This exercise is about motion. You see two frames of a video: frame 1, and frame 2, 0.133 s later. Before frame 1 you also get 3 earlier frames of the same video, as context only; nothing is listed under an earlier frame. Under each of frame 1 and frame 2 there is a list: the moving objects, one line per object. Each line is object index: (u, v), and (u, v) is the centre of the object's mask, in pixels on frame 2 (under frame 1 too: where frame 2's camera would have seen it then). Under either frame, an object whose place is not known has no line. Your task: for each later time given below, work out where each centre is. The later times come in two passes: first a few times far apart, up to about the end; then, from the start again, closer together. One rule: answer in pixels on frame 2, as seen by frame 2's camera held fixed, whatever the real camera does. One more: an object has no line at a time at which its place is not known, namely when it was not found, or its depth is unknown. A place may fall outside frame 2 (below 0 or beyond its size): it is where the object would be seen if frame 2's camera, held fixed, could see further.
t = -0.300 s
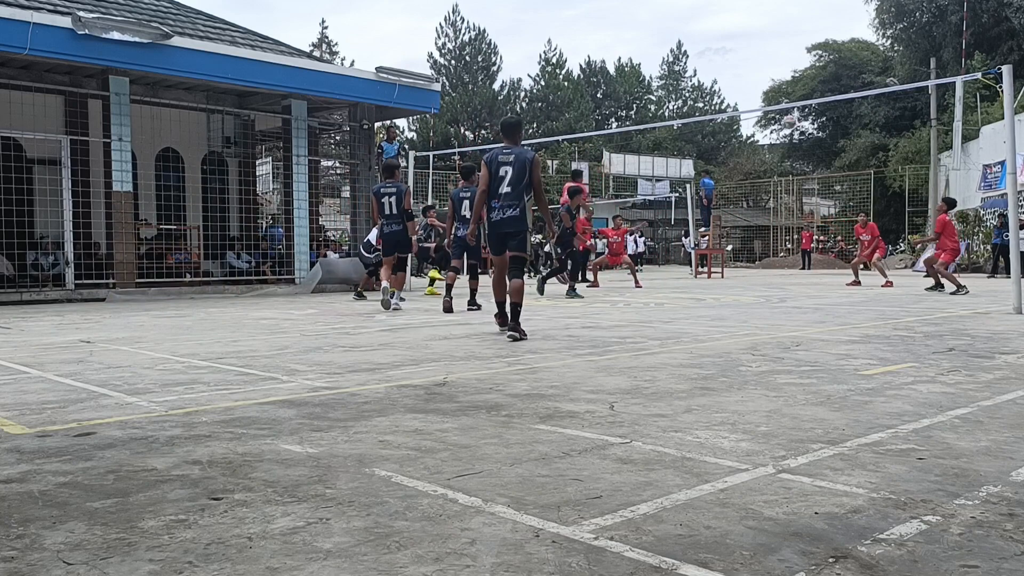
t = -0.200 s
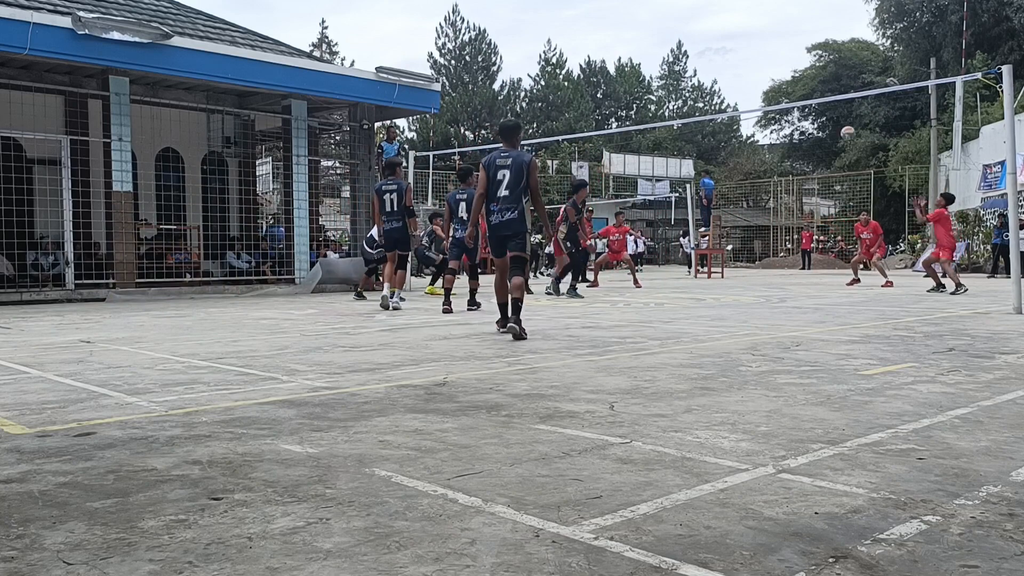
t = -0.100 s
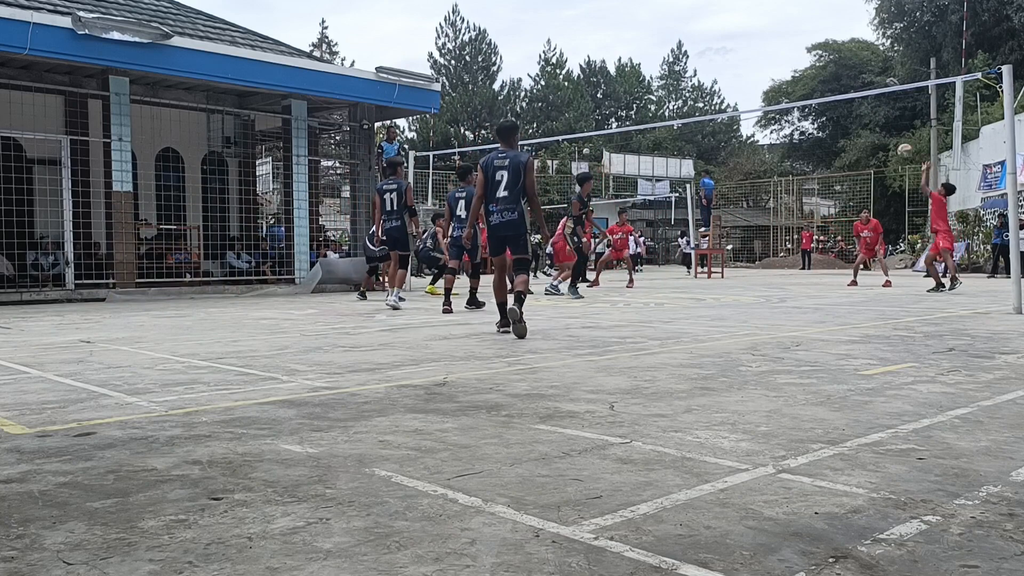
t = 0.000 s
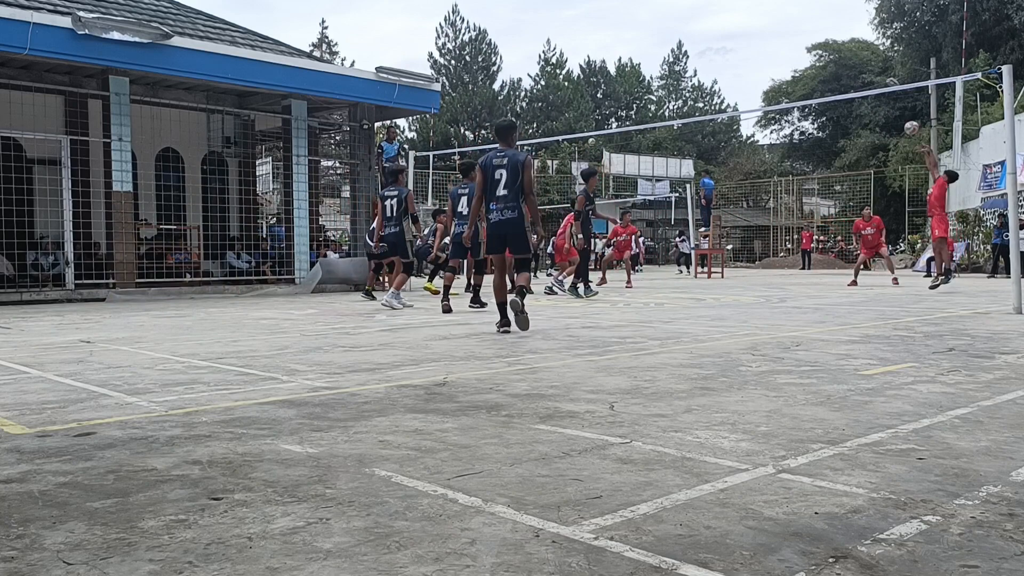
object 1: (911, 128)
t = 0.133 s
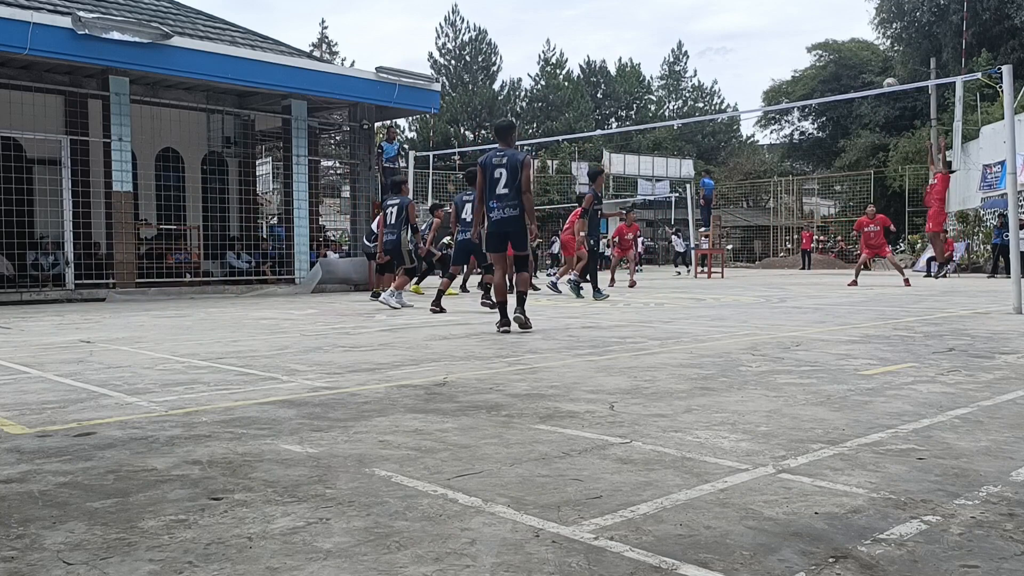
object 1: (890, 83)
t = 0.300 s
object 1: (863, 47)
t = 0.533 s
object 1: (828, 25)
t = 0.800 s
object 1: (789, 38)
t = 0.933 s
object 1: (770, 59)
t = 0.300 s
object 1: (863, 47)
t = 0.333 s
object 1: (858, 43)
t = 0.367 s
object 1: (853, 38)
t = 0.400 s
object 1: (848, 34)
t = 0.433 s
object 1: (843, 30)
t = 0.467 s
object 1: (838, 28)
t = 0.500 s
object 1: (833, 26)
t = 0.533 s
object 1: (828, 25)
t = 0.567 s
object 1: (823, 24)
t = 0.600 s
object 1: (818, 24)
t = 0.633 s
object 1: (813, 24)
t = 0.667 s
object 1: (808, 26)
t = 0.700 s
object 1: (804, 28)
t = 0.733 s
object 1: (799, 31)
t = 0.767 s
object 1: (794, 34)
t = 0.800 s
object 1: (789, 38)
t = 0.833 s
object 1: (784, 42)
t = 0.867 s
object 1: (780, 47)
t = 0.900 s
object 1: (775, 53)
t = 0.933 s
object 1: (770, 59)
